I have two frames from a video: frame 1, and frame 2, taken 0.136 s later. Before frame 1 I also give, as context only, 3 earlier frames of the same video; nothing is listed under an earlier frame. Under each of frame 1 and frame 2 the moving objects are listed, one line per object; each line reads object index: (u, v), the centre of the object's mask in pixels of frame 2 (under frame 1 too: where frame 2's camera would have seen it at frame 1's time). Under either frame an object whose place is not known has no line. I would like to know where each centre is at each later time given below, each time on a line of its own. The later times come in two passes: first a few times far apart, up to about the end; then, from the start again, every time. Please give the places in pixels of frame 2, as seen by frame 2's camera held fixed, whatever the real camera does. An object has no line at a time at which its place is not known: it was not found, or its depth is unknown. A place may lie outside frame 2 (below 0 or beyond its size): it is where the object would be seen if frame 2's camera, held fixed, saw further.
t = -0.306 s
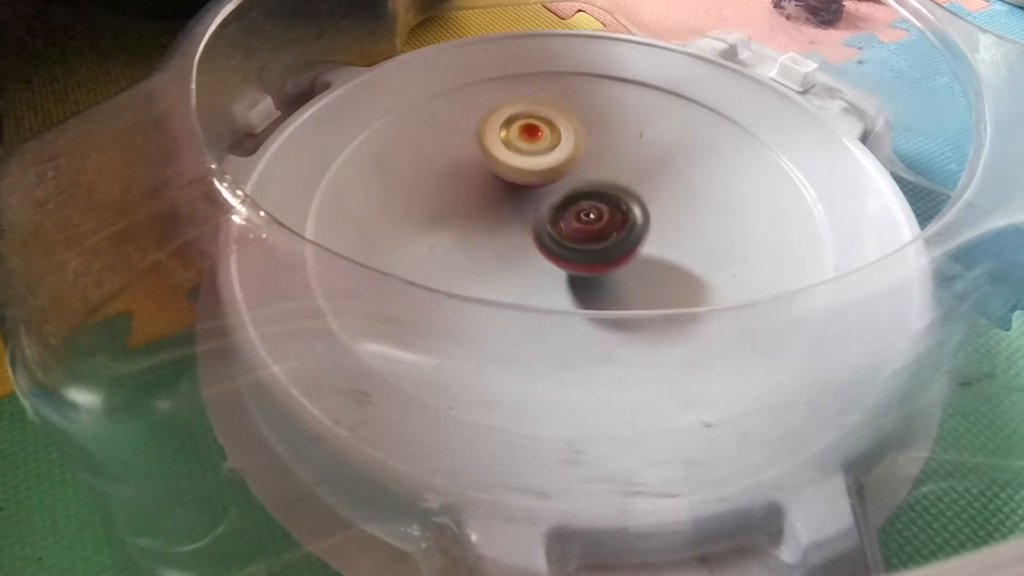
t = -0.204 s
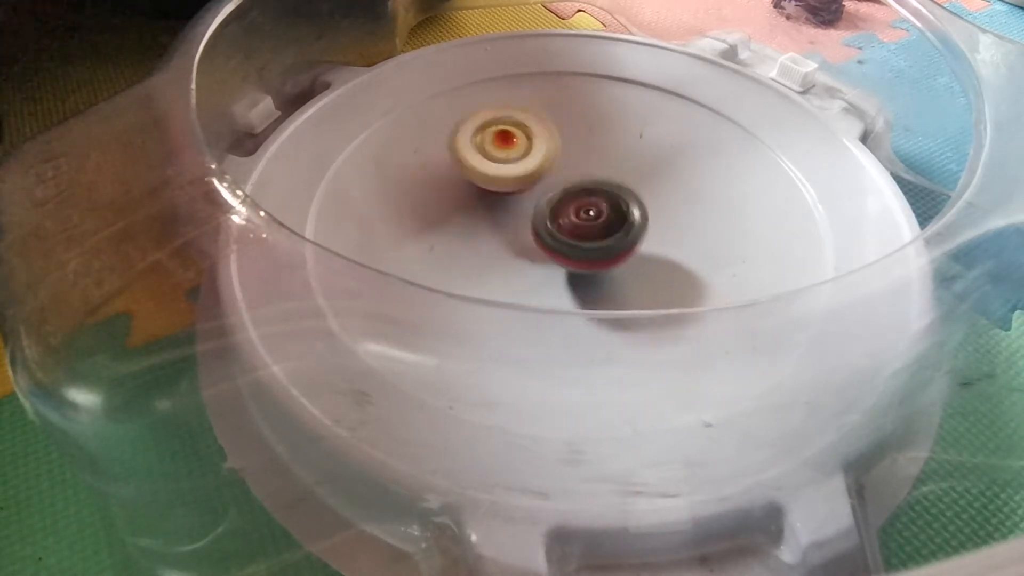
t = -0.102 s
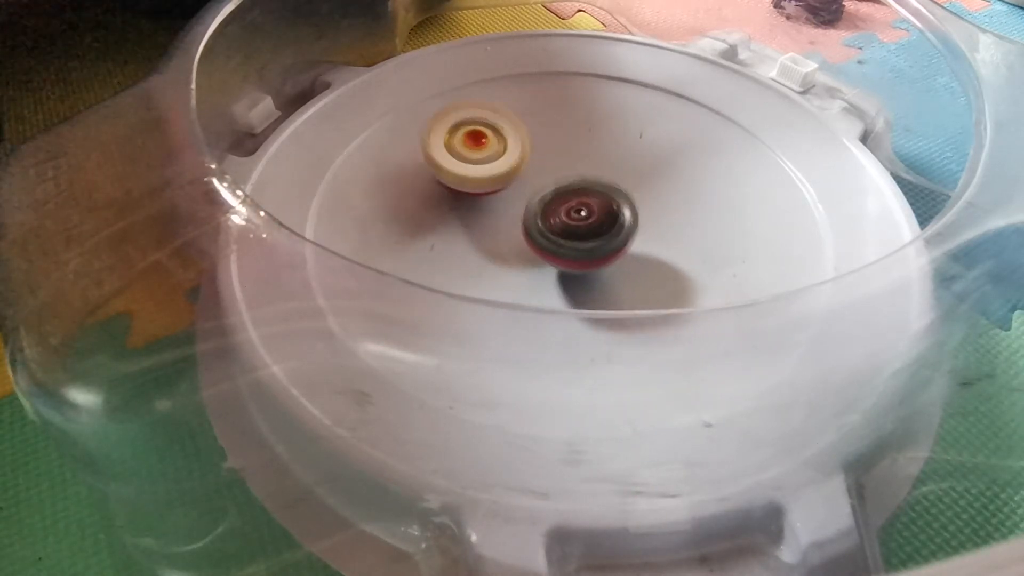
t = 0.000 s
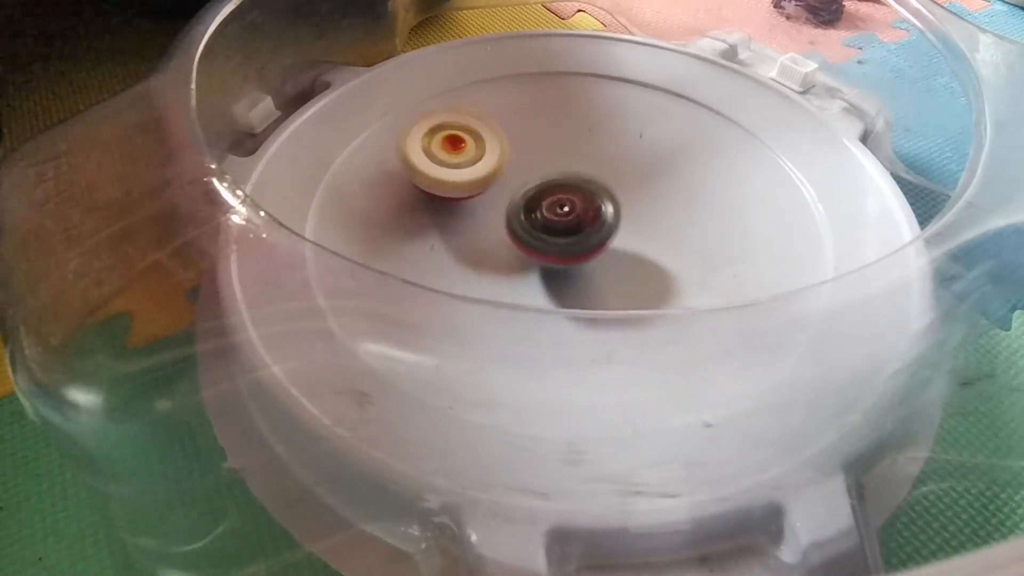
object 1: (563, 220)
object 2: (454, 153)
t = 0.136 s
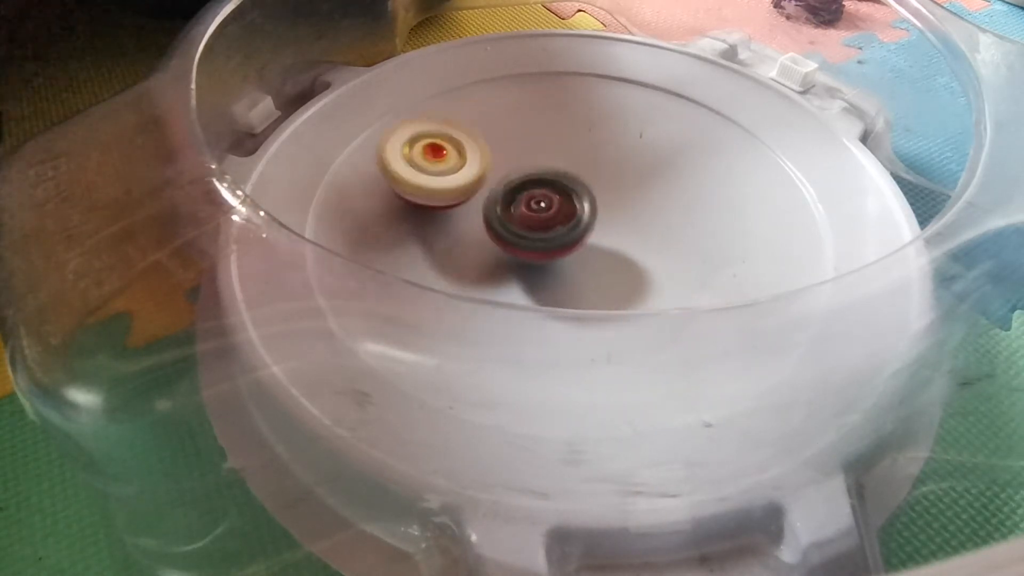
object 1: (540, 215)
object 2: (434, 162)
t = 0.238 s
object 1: (535, 217)
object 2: (422, 171)
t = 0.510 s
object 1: (533, 223)
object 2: (410, 186)
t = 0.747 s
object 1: (565, 225)
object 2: (398, 191)
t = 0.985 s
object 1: (606, 211)
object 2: (425, 209)
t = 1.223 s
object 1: (693, 184)
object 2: (428, 214)
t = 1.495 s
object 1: (681, 158)
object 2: (534, 224)
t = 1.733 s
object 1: (628, 151)
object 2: (614, 235)
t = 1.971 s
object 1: (567, 174)
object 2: (656, 235)
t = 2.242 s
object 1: (512, 229)
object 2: (639, 214)
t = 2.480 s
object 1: (496, 264)
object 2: (592, 181)
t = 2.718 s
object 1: (533, 288)
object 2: (557, 162)
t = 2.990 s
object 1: (587, 261)
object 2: (527, 178)
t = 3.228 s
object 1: (620, 221)
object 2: (481, 191)
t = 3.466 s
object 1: (605, 179)
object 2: (472, 208)
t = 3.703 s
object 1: (565, 155)
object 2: (503, 222)
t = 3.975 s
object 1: (524, 152)
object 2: (552, 239)
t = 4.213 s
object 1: (490, 180)
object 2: (610, 233)
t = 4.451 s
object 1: (486, 219)
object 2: (642, 212)
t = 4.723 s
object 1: (532, 244)
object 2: (621, 187)
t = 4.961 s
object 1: (560, 247)
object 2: (598, 162)
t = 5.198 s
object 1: (584, 234)
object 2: (548, 150)
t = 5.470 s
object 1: (594, 220)
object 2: (491, 158)
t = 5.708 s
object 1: (586, 207)
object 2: (460, 190)
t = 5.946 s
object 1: (565, 203)
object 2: (453, 226)
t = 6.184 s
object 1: (560, 202)
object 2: (481, 257)
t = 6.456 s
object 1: (559, 171)
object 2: (541, 292)
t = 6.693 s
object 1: (543, 171)
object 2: (559, 254)
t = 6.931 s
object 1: (519, 155)
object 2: (546, 238)
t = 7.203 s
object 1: (496, 158)
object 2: (530, 238)
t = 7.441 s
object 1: (493, 170)
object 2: (563, 247)
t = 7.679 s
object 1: (499, 174)
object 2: (595, 237)
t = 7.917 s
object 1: (449, 180)
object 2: (666, 192)
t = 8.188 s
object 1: (488, 207)
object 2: (623, 156)
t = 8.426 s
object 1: (537, 218)
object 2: (611, 155)
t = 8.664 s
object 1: (553, 237)
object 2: (605, 159)
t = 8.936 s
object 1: (537, 229)
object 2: (599, 162)
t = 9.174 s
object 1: (532, 233)
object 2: (597, 169)
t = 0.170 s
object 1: (535, 214)
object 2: (432, 166)
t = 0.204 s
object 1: (534, 215)
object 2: (428, 170)
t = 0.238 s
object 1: (535, 217)
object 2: (422, 171)
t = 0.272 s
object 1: (533, 218)
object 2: (418, 172)
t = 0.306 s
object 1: (529, 219)
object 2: (415, 175)
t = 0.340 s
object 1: (525, 220)
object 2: (415, 178)
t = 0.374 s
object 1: (530, 220)
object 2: (411, 181)
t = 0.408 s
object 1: (533, 221)
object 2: (406, 181)
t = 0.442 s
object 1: (534, 222)
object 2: (405, 182)
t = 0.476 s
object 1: (534, 222)
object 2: (406, 184)
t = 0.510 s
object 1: (533, 223)
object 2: (410, 186)
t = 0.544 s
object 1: (531, 223)
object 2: (414, 189)
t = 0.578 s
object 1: (540, 223)
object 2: (409, 190)
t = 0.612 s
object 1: (550, 224)
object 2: (402, 189)
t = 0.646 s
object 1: (556, 225)
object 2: (397, 188)
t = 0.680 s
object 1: (560, 225)
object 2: (395, 189)
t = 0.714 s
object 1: (563, 225)
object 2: (395, 190)
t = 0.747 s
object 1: (565, 225)
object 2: (398, 191)
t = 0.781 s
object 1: (566, 225)
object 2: (403, 193)
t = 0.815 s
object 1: (567, 223)
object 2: (410, 194)
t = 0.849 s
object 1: (567, 222)
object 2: (418, 196)
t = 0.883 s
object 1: (567, 221)
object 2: (430, 199)
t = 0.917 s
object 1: (567, 220)
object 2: (441, 203)
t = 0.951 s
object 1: (577, 215)
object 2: (444, 206)
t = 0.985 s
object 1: (606, 211)
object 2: (425, 209)
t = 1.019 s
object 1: (632, 206)
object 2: (415, 209)
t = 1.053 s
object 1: (652, 203)
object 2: (410, 210)
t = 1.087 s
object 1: (666, 200)
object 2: (409, 211)
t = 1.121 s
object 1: (675, 197)
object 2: (410, 212)
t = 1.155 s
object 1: (682, 193)
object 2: (413, 212)
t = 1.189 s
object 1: (688, 188)
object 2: (419, 213)
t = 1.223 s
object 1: (693, 184)
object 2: (428, 214)
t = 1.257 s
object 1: (696, 180)
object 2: (437, 216)
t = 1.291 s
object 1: (697, 175)
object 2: (449, 218)
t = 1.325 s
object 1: (697, 171)
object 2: (461, 219)
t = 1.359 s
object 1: (696, 168)
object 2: (476, 221)
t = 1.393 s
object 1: (693, 165)
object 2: (491, 222)
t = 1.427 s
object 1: (690, 162)
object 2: (506, 224)
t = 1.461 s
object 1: (686, 159)
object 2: (520, 224)
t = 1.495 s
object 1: (681, 158)
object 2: (534, 224)
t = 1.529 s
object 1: (675, 156)
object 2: (546, 225)
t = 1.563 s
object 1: (668, 156)
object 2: (559, 226)
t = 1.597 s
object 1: (661, 155)
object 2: (570, 227)
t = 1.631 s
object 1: (653, 155)
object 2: (584, 227)
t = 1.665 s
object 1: (645, 154)
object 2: (595, 228)
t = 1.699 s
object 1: (636, 152)
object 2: (606, 231)
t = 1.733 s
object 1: (628, 151)
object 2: (614, 235)
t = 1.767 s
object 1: (620, 152)
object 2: (622, 235)
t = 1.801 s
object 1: (611, 154)
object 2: (630, 236)
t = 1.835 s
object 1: (602, 156)
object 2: (638, 237)
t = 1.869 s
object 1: (593, 159)
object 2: (644, 237)
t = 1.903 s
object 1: (584, 163)
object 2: (648, 237)
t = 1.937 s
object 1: (575, 168)
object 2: (652, 236)
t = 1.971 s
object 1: (567, 174)
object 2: (656, 235)
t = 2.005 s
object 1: (559, 180)
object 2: (656, 234)
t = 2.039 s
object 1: (551, 186)
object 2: (656, 232)
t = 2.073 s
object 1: (544, 193)
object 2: (656, 229)
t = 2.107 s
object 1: (537, 201)
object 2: (654, 228)
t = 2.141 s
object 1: (531, 209)
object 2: (651, 224)
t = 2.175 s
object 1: (526, 217)
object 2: (648, 221)
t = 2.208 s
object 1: (519, 224)
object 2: (644, 217)
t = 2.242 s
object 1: (512, 229)
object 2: (639, 214)
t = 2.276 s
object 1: (505, 235)
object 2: (633, 208)
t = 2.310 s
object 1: (500, 240)
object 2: (626, 204)
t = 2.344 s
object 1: (497, 246)
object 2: (620, 199)
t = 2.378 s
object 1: (494, 251)
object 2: (612, 194)
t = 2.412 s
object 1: (493, 255)
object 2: (605, 190)
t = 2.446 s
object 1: (494, 259)
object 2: (599, 184)
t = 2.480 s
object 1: (496, 264)
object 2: (592, 181)
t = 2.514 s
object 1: (498, 268)
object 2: (587, 176)
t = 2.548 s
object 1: (502, 269)
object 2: (578, 172)
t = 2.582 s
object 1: (506, 279)
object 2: (575, 169)
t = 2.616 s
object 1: (512, 283)
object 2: (568, 166)
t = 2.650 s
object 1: (519, 287)
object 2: (564, 164)
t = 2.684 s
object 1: (526, 288)
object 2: (561, 162)
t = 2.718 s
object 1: (533, 288)
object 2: (557, 162)
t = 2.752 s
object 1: (542, 288)
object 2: (553, 163)
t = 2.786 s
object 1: (550, 285)
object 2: (549, 164)
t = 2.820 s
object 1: (557, 283)
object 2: (546, 163)
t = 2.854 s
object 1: (565, 275)
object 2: (542, 164)
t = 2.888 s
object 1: (572, 272)
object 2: (538, 167)
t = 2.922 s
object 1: (578, 270)
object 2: (535, 168)
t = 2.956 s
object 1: (584, 265)
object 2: (530, 173)
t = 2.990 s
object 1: (587, 261)
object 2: (527, 178)
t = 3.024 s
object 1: (591, 254)
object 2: (520, 180)
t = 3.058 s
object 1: (601, 249)
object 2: (513, 182)
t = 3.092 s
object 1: (608, 246)
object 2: (503, 184)
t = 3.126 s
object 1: (612, 241)
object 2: (496, 186)
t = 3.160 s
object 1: (615, 235)
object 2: (492, 188)
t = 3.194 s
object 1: (618, 228)
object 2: (485, 189)
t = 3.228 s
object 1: (620, 221)
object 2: (481, 191)
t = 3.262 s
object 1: (621, 215)
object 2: (478, 194)
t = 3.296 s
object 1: (620, 208)
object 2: (473, 196)
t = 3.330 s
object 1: (619, 202)
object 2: (471, 199)
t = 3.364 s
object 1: (616, 196)
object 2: (470, 201)
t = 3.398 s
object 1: (613, 190)
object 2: (468, 204)
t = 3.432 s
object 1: (610, 184)
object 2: (469, 207)
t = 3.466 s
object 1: (605, 179)
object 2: (472, 208)
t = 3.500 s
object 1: (601, 175)
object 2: (475, 211)
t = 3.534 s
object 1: (596, 171)
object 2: (478, 214)
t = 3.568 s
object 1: (589, 166)
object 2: (482, 216)
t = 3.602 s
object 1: (583, 163)
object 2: (485, 218)
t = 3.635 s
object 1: (577, 160)
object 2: (489, 219)
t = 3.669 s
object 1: (571, 158)
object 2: (495, 219)
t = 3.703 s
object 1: (565, 155)
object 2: (503, 222)
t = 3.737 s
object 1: (560, 151)
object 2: (507, 226)
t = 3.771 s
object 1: (555, 148)
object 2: (512, 230)
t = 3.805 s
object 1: (551, 147)
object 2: (518, 232)
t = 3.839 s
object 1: (546, 147)
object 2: (523, 234)
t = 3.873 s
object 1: (540, 147)
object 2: (530, 236)
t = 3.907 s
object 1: (535, 148)
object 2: (536, 237)
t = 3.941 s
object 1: (530, 149)
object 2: (544, 237)
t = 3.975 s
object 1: (524, 152)
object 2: (552, 239)
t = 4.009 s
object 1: (519, 155)
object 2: (558, 239)
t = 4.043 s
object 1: (514, 159)
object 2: (566, 238)
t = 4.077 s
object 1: (509, 164)
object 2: (573, 237)
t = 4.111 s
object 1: (505, 169)
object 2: (581, 235)
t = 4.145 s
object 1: (499, 172)
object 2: (592, 235)
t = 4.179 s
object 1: (494, 175)
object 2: (600, 235)
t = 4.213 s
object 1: (490, 180)
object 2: (610, 233)
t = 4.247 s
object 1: (487, 185)
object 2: (619, 231)
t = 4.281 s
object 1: (484, 190)
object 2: (624, 229)
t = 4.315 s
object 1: (483, 195)
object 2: (631, 226)
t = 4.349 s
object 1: (482, 202)
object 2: (634, 225)
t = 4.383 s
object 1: (483, 208)
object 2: (638, 220)
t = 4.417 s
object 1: (484, 214)
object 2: (641, 216)
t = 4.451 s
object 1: (486, 219)
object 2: (642, 212)
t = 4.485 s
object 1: (488, 224)
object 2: (642, 209)
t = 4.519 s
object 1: (491, 228)
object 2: (642, 206)
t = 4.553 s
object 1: (496, 233)
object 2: (641, 201)
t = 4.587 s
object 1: (503, 238)
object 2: (638, 198)
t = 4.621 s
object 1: (509, 239)
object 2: (634, 195)
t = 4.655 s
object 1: (516, 241)
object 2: (629, 192)
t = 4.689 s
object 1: (525, 243)
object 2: (626, 190)
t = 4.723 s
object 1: (532, 244)
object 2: (621, 187)
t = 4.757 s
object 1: (534, 248)
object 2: (619, 179)
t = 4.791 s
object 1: (536, 250)
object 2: (616, 175)
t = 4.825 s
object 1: (538, 253)
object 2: (613, 171)
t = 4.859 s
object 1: (543, 252)
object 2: (610, 169)
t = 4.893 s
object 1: (549, 251)
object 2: (605, 166)
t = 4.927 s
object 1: (555, 250)
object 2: (603, 164)
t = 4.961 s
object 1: (560, 247)
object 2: (598, 162)
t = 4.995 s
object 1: (565, 245)
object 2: (589, 158)
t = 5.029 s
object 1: (569, 241)
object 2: (582, 157)
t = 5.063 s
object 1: (574, 240)
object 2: (574, 156)
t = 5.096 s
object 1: (578, 241)
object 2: (569, 153)
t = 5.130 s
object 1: (581, 239)
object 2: (562, 151)
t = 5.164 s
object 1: (583, 238)
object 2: (557, 150)
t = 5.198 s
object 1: (584, 234)
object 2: (548, 150)
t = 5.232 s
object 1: (585, 232)
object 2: (543, 151)
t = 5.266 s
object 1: (586, 228)
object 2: (536, 152)
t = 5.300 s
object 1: (588, 226)
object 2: (529, 152)
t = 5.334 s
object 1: (594, 228)
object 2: (517, 151)
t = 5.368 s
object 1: (596, 226)
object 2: (507, 152)
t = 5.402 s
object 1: (595, 225)
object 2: (502, 153)
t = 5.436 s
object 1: (595, 223)
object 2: (496, 156)
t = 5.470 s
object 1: (594, 220)
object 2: (491, 158)
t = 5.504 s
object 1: (592, 219)
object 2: (485, 161)
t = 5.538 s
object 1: (591, 216)
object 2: (481, 164)
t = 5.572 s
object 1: (589, 214)
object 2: (477, 170)
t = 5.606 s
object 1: (585, 212)
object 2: (475, 174)
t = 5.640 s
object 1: (585, 210)
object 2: (471, 179)
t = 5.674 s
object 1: (588, 208)
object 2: (463, 186)
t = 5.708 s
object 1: (586, 207)
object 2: (460, 190)
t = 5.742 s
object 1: (583, 206)
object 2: (456, 195)
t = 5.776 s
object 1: (581, 206)
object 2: (455, 199)
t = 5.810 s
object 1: (576, 206)
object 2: (452, 203)
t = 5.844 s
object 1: (572, 205)
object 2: (452, 208)
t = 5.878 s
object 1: (569, 204)
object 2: (451, 213)
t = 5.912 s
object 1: (568, 203)
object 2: (450, 218)
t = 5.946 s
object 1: (565, 203)
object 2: (453, 226)
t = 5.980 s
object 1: (566, 203)
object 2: (452, 232)
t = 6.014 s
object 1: (566, 201)
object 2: (454, 239)
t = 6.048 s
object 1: (565, 202)
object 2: (457, 243)
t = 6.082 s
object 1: (563, 202)
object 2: (461, 247)
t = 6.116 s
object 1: (562, 203)
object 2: (467, 250)
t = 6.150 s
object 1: (561, 203)
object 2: (473, 254)
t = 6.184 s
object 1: (560, 202)
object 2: (481, 257)
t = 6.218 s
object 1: (561, 195)
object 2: (484, 263)
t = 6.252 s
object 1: (564, 186)
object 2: (486, 282)
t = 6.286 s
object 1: (564, 181)
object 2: (496, 289)
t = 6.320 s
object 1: (564, 178)
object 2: (508, 294)
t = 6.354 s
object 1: (563, 176)
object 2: (517, 295)
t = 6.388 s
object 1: (563, 173)
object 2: (525, 295)
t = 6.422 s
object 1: (561, 172)
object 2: (532, 295)
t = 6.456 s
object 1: (559, 171)
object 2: (541, 292)
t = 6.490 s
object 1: (557, 171)
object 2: (547, 290)
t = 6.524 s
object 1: (556, 171)
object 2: (554, 283)
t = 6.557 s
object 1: (553, 172)
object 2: (556, 278)
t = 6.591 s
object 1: (550, 173)
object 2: (558, 272)
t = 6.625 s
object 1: (549, 174)
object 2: (559, 264)
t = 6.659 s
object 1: (546, 173)
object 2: (558, 257)
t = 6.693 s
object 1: (543, 171)
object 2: (559, 254)
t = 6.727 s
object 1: (537, 166)
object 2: (564, 254)
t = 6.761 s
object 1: (533, 164)
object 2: (563, 249)
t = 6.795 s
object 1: (532, 161)
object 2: (558, 244)
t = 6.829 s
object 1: (529, 159)
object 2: (557, 243)
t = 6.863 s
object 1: (524, 156)
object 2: (559, 243)
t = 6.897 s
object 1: (520, 155)
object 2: (555, 242)
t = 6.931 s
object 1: (519, 155)
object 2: (546, 238)
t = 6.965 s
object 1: (517, 154)
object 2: (540, 237)
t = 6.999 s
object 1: (514, 153)
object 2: (537, 235)
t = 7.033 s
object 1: (507, 152)
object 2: (539, 237)
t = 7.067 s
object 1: (503, 151)
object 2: (539, 236)
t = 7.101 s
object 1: (500, 153)
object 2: (534, 236)
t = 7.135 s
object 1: (499, 154)
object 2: (532, 237)
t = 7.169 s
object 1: (498, 156)
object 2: (529, 237)
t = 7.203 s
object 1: (496, 158)
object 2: (530, 238)
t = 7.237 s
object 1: (494, 159)
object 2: (535, 240)
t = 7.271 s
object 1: (494, 162)
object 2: (536, 241)
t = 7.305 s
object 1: (494, 163)
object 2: (537, 242)
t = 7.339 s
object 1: (494, 165)
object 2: (543, 242)
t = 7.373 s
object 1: (494, 168)
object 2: (545, 244)
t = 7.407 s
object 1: (494, 169)
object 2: (554, 246)
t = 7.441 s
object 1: (493, 170)
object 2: (563, 247)
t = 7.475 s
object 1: (495, 172)
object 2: (568, 247)
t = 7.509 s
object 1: (499, 173)
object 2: (571, 248)
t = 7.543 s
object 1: (501, 175)
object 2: (571, 246)
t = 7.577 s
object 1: (504, 176)
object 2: (574, 243)
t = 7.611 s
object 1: (501, 174)
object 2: (585, 242)
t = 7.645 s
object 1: (499, 173)
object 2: (591, 243)
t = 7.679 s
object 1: (499, 174)
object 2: (595, 237)
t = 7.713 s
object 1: (503, 174)
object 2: (595, 232)
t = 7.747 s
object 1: (503, 175)
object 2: (594, 229)
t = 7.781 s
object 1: (481, 173)
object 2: (617, 228)
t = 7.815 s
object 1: (464, 172)
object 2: (637, 217)
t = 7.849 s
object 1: (453, 175)
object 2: (651, 212)
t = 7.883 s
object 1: (450, 177)
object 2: (660, 199)
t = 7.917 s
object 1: (449, 180)
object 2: (666, 192)
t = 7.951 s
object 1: (450, 182)
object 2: (667, 184)
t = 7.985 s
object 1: (450, 184)
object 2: (666, 176)
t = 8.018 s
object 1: (451, 187)
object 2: (662, 172)
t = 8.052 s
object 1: (455, 192)
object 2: (654, 166)
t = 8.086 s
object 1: (461, 197)
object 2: (647, 161)
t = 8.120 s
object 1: (468, 200)
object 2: (642, 157)
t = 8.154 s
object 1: (478, 205)
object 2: (633, 155)
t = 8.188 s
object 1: (488, 207)
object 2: (623, 156)
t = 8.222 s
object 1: (502, 208)
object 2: (614, 160)
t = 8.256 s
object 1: (514, 210)
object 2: (605, 161)
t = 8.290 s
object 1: (518, 220)
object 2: (608, 154)
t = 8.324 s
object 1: (523, 221)
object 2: (610, 150)
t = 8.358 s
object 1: (530, 222)
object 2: (611, 149)
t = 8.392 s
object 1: (535, 219)
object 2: (611, 151)
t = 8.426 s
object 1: (537, 218)
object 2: (611, 155)
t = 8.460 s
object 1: (537, 214)
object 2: (610, 153)
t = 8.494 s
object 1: (537, 219)
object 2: (607, 150)
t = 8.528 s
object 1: (541, 225)
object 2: (605, 147)
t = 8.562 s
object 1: (547, 230)
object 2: (605, 146)
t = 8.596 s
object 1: (552, 235)
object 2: (605, 148)
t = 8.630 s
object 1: (554, 236)
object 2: (604, 153)
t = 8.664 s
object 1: (553, 237)
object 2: (605, 159)
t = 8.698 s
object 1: (551, 236)
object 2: (609, 161)
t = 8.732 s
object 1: (549, 236)
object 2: (612, 163)
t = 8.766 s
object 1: (546, 233)
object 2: (614, 163)
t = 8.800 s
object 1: (545, 229)
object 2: (612, 163)
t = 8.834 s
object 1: (544, 228)
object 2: (608, 162)
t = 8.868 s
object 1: (542, 228)
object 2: (603, 161)
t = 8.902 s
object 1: (539, 229)
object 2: (600, 160)
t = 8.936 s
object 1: (537, 229)
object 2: (599, 162)
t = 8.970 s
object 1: (534, 231)
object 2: (600, 165)
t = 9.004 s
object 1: (530, 229)
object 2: (601, 167)
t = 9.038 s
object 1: (525, 228)
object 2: (599, 168)
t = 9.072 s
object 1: (525, 229)
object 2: (596, 168)
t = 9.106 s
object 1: (528, 230)
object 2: (595, 168)
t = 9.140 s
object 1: (531, 232)
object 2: (596, 169)
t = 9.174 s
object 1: (532, 233)
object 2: (597, 169)
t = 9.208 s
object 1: (533, 233)
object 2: (597, 168)
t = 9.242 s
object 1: (533, 233)
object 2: (598, 166)
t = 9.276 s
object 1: (533, 232)
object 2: (598, 165)
